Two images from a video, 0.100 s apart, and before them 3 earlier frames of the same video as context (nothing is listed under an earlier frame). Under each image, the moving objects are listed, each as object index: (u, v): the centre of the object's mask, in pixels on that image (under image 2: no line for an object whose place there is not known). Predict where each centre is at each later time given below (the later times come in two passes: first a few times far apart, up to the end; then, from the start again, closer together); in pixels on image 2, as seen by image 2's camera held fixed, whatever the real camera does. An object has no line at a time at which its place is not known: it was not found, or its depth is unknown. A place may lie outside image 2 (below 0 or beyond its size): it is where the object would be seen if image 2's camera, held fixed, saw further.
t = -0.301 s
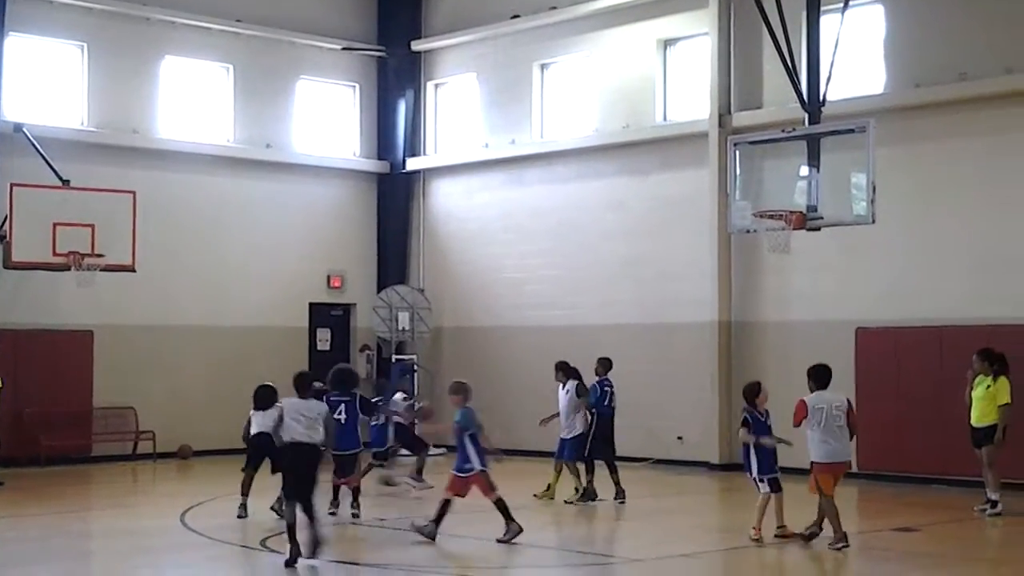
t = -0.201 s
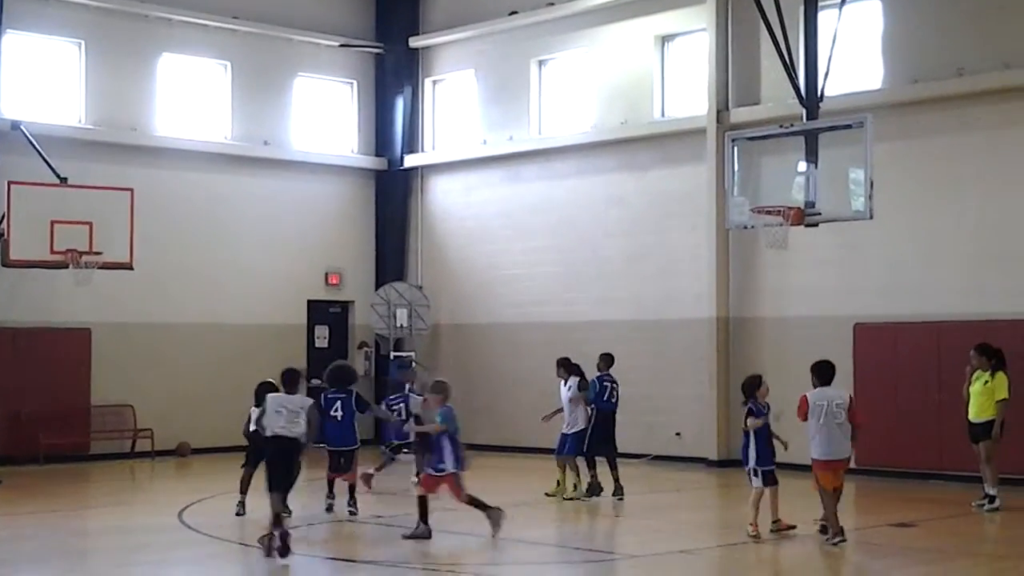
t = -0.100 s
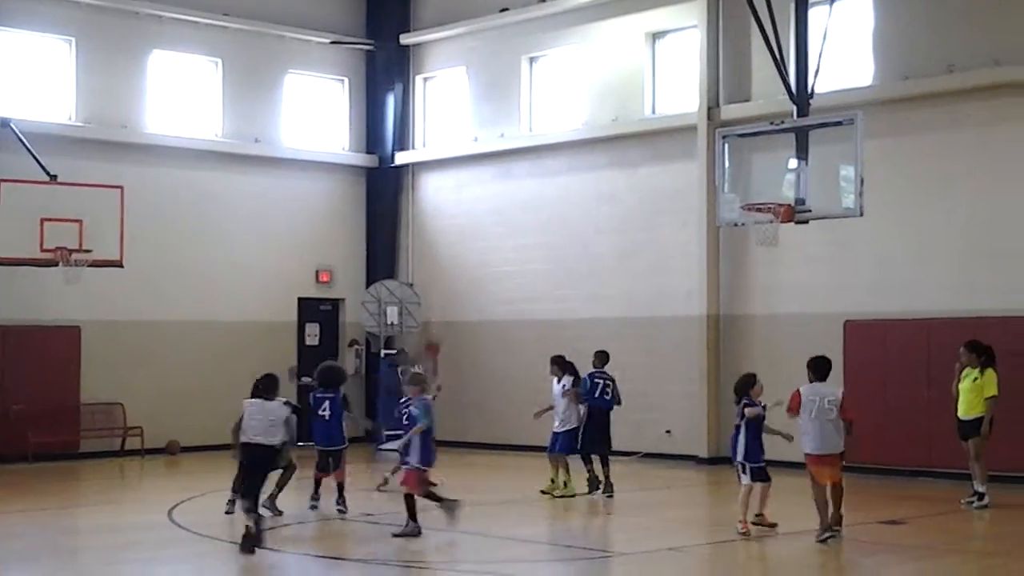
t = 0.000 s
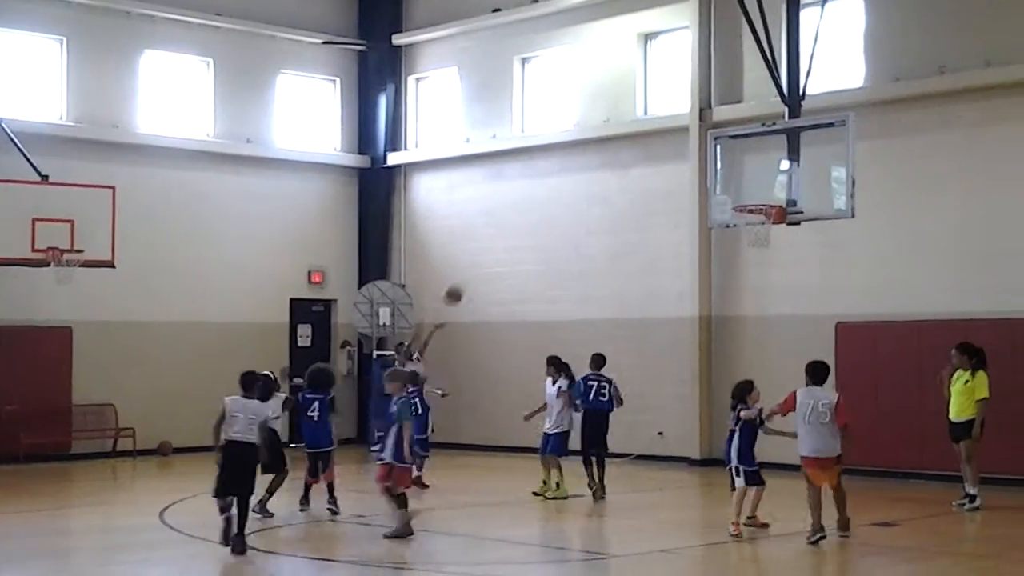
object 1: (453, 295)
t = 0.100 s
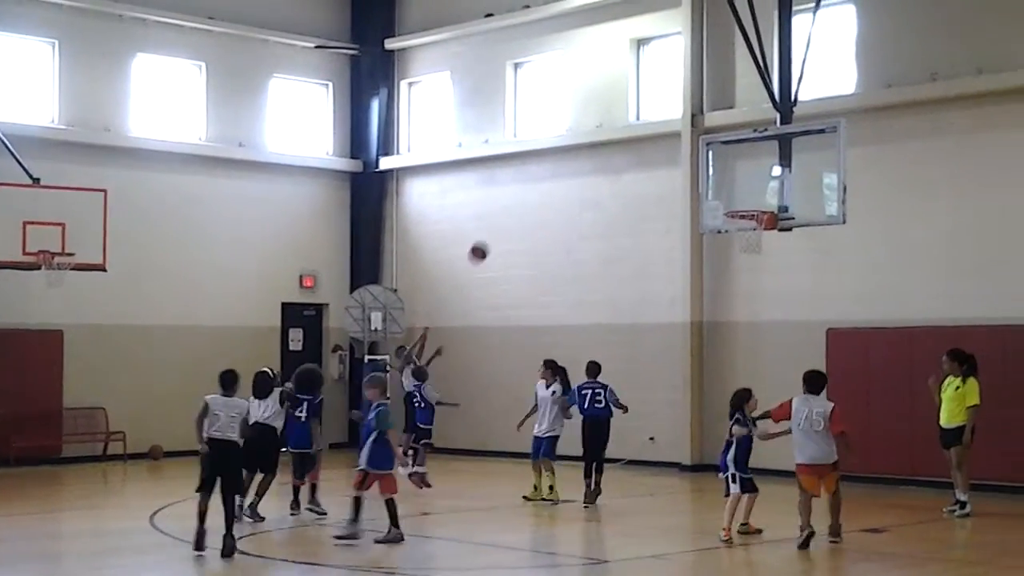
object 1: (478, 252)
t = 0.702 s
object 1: (694, 133)
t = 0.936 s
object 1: (789, 171)
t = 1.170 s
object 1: (823, 225)
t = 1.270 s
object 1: (836, 264)
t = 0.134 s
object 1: (490, 238)
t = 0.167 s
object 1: (502, 224)
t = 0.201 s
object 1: (513, 212)
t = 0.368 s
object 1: (571, 162)
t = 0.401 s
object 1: (583, 155)
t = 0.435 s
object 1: (595, 149)
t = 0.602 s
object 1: (655, 132)
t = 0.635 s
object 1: (668, 131)
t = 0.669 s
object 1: (681, 131)
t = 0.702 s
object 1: (694, 133)
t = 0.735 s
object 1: (710, 137)
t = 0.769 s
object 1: (722, 139)
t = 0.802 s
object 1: (734, 144)
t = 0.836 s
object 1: (747, 149)
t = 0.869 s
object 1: (761, 155)
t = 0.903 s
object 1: (774, 162)
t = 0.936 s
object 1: (789, 171)
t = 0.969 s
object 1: (795, 177)
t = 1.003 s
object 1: (800, 182)
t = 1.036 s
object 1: (804, 189)
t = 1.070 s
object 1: (808, 196)
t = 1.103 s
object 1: (813, 204)
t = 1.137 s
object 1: (818, 214)
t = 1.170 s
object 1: (823, 225)
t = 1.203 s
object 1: (827, 238)
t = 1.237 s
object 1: (831, 250)
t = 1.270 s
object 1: (836, 264)
